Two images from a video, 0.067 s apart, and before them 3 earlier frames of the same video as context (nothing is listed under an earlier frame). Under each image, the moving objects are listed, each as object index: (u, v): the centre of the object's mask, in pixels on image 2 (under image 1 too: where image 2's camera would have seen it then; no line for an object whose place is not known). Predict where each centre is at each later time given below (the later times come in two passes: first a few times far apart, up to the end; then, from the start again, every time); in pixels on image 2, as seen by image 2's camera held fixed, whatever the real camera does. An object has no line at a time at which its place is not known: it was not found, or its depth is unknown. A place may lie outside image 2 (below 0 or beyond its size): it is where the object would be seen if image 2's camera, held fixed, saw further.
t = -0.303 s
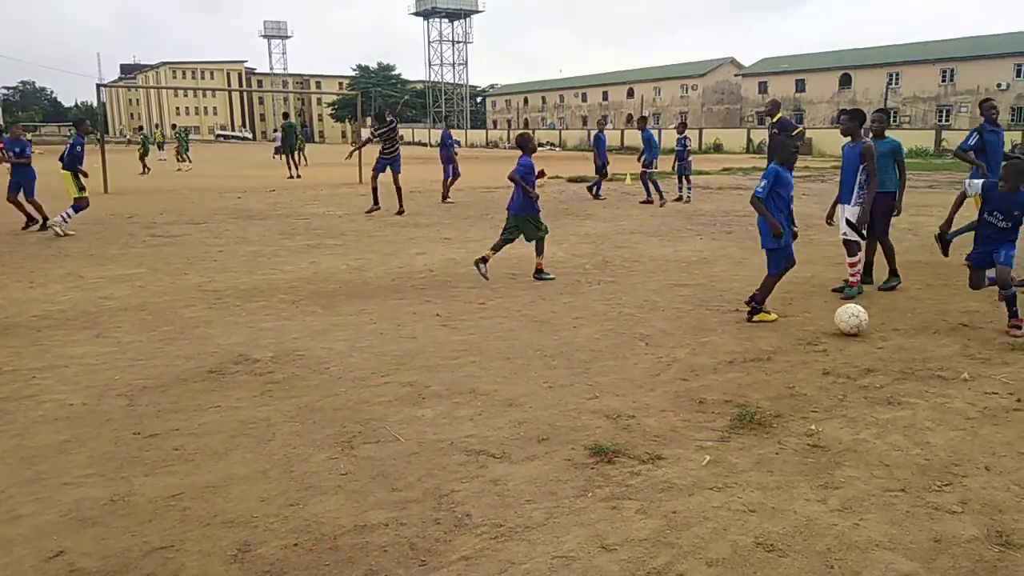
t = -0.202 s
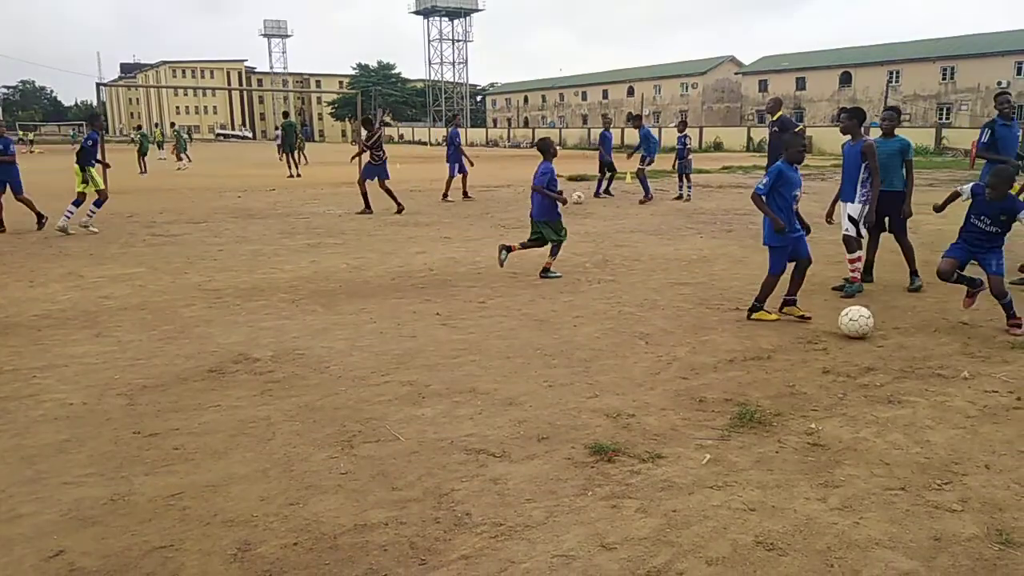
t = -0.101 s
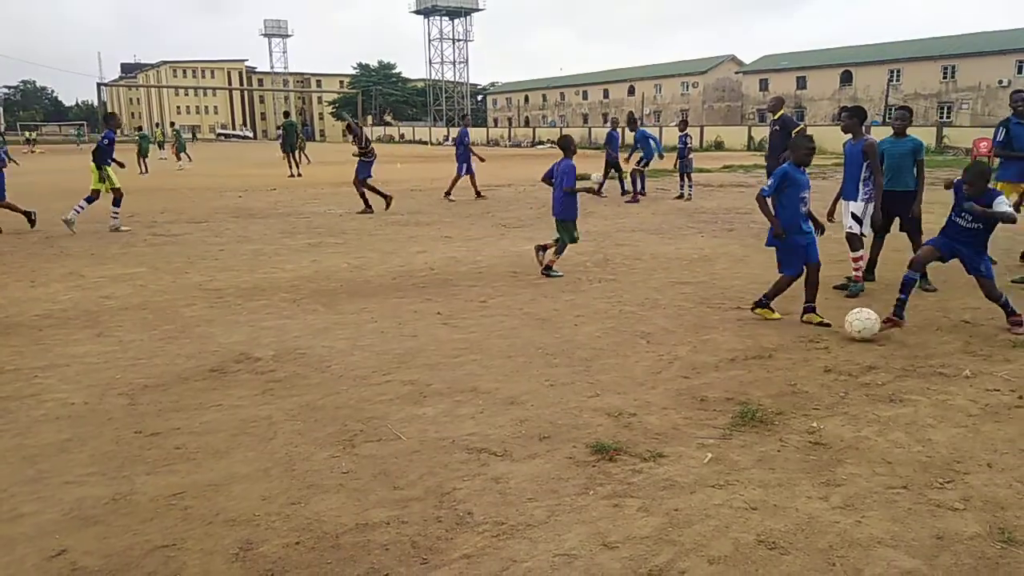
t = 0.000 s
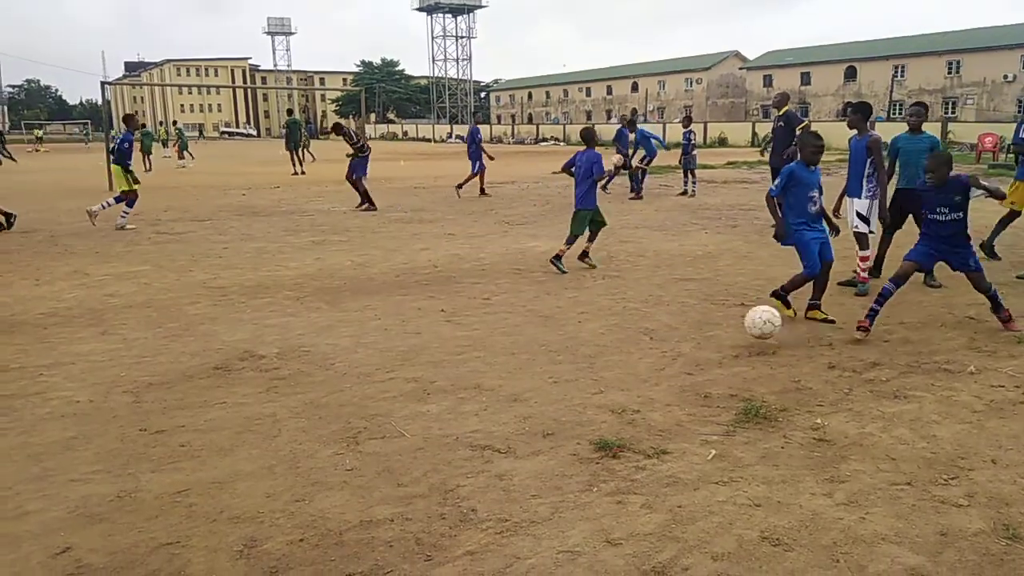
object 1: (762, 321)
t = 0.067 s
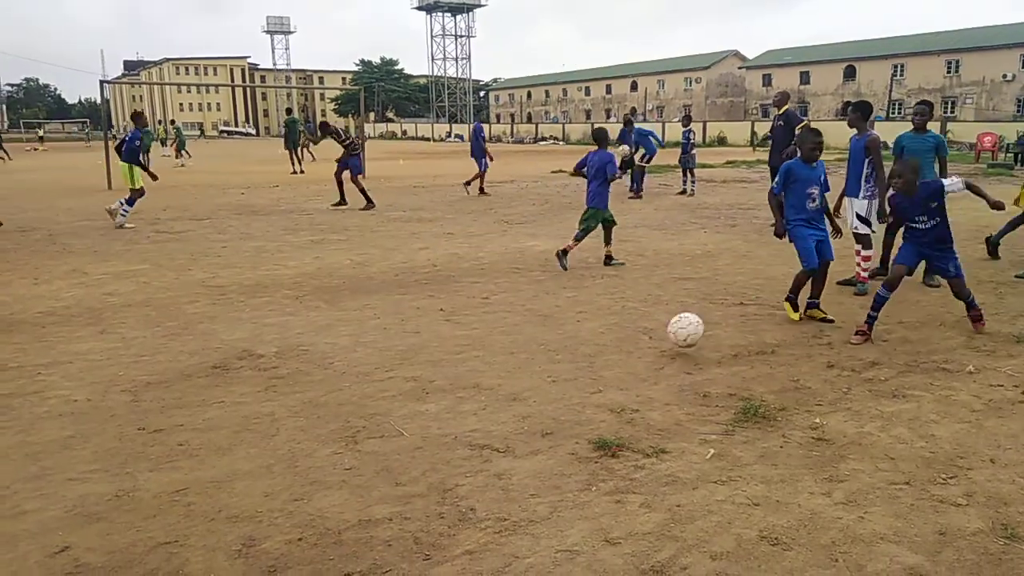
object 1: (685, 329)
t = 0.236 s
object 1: (500, 347)
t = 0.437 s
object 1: (282, 373)
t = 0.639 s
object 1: (86, 399)
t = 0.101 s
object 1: (645, 336)
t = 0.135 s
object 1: (605, 346)
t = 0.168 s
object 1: (570, 345)
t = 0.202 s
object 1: (536, 345)
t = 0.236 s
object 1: (500, 347)
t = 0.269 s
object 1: (464, 351)
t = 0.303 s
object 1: (426, 357)
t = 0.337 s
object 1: (387, 365)
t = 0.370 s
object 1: (349, 372)
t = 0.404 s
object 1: (317, 371)
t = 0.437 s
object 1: (282, 373)
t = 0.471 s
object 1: (248, 377)
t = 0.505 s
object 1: (212, 384)
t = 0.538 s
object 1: (177, 391)
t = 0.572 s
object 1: (145, 391)
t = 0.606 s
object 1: (113, 394)
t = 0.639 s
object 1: (86, 399)
